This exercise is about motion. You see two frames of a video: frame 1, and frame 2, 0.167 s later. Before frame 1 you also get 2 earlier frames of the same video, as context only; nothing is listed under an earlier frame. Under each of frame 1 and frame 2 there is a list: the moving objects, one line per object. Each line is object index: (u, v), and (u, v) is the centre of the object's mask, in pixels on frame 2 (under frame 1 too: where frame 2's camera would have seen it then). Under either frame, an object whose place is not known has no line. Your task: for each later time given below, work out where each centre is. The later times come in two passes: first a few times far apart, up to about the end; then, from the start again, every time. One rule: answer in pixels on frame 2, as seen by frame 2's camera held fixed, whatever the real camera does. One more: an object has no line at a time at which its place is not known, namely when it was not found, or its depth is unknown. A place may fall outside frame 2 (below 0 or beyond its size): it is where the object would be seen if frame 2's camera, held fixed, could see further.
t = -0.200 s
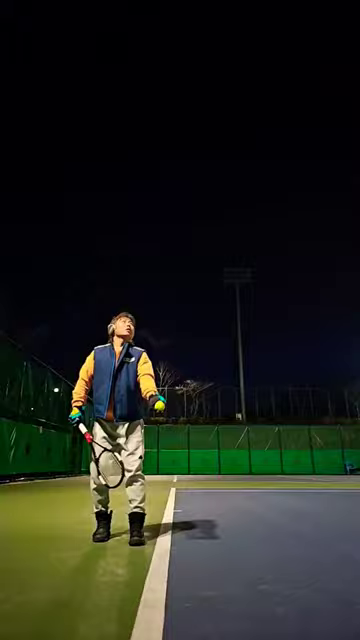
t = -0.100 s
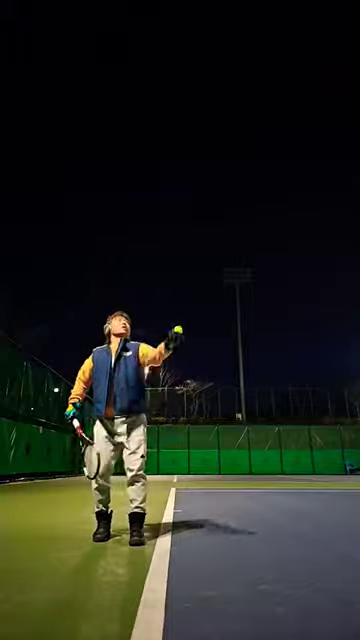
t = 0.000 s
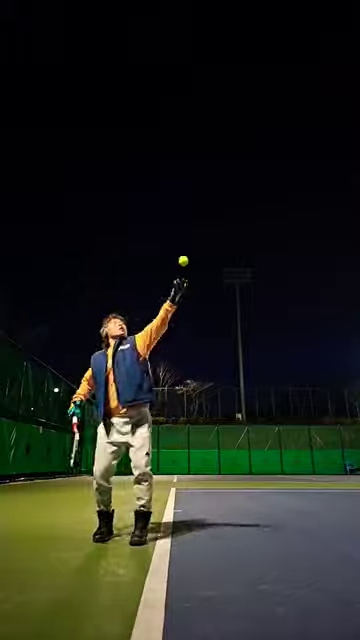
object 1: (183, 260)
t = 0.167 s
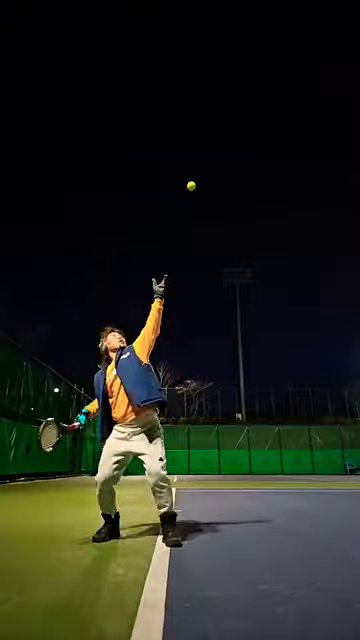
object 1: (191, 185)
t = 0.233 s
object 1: (193, 167)
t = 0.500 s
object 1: (204, 139)
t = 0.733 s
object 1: (214, 166)
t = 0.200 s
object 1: (192, 175)
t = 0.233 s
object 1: (193, 167)
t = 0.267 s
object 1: (195, 160)
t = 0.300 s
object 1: (196, 154)
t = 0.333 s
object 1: (197, 149)
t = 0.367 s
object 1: (199, 145)
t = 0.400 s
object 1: (200, 142)
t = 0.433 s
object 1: (202, 140)
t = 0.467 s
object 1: (203, 139)
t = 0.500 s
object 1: (204, 139)
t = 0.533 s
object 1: (206, 141)
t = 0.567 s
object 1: (207, 143)
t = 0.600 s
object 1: (209, 145)
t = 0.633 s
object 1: (210, 149)
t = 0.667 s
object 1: (211, 154)
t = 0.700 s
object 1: (213, 159)
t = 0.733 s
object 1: (214, 166)
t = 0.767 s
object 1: (216, 173)
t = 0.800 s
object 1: (217, 181)
